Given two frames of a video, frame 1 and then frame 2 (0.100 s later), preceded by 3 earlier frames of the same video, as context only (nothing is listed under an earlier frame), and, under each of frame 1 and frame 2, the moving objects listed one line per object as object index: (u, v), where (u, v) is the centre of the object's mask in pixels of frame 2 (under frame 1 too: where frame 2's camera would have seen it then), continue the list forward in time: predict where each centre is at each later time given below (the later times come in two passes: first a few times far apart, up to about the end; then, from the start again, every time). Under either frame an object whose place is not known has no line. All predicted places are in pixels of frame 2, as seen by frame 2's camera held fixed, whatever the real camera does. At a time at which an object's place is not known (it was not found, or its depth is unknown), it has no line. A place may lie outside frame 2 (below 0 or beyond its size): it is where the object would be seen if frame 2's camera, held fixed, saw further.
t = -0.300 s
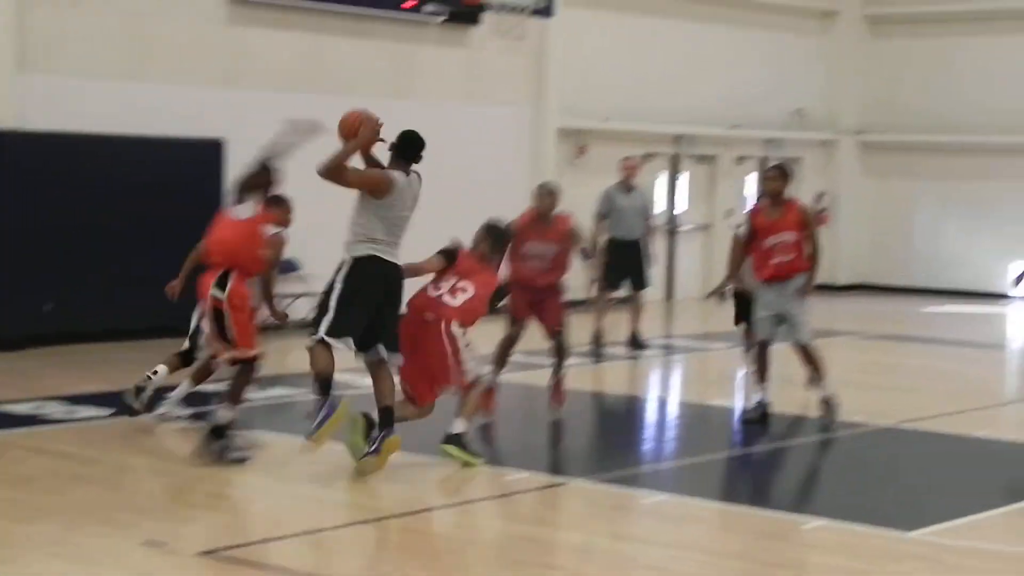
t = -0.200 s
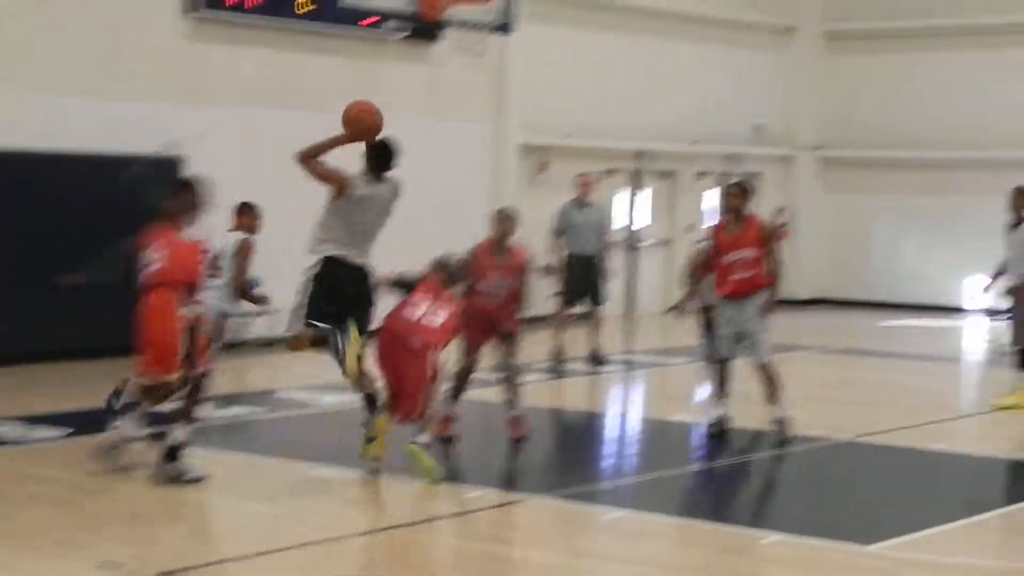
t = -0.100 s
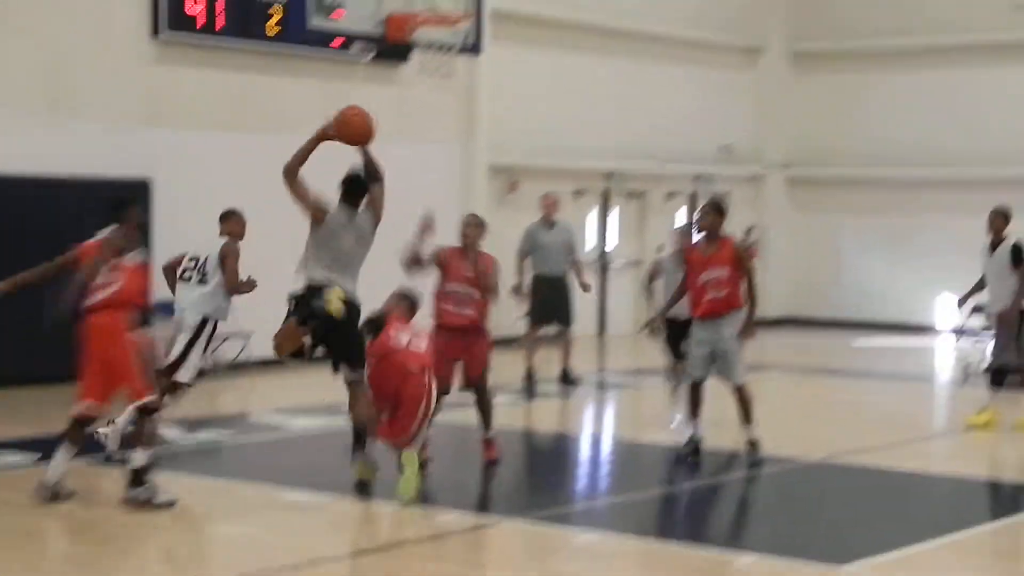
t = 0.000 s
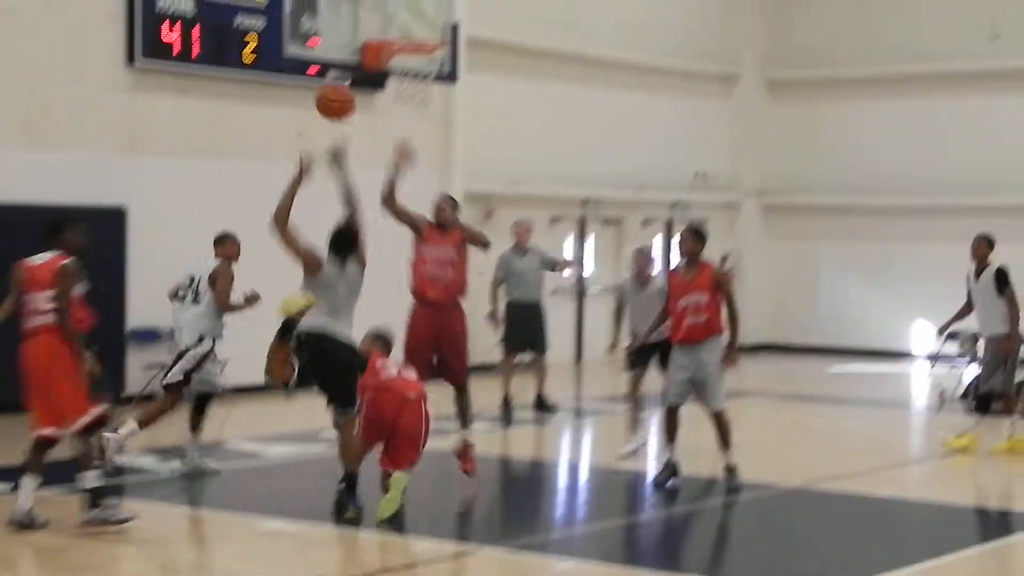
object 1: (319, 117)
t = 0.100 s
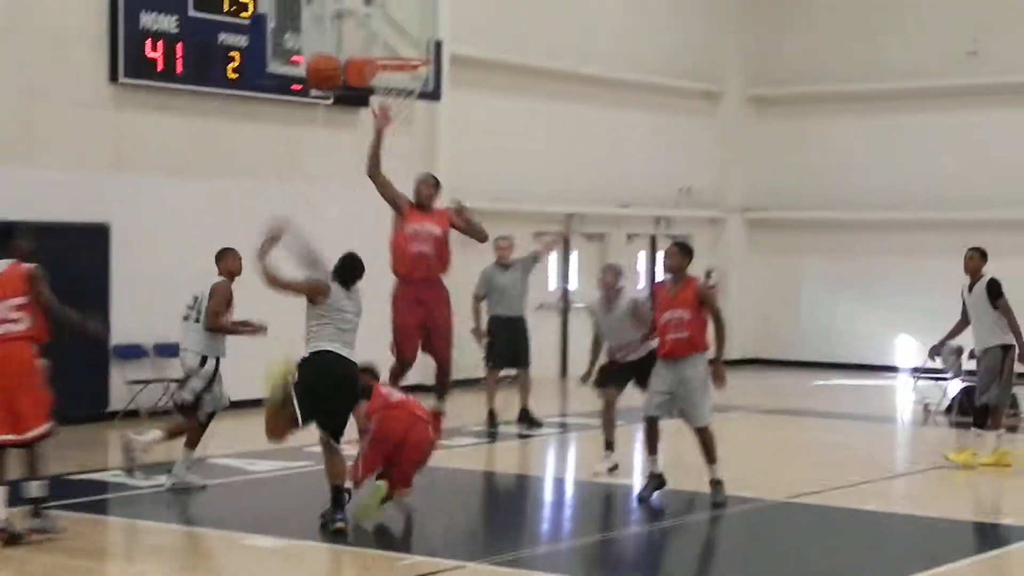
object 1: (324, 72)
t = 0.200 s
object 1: (328, 41)
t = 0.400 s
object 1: (338, 29)
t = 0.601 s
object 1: (405, 66)
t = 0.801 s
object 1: (412, 105)
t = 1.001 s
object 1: (390, 160)
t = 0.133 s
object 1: (326, 59)
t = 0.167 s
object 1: (326, 50)
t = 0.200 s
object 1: (328, 41)
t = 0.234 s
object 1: (329, 35)
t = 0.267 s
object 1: (331, 31)
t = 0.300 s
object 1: (333, 28)
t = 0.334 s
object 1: (335, 27)
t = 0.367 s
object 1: (337, 28)
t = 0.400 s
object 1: (338, 29)
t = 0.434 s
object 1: (349, 35)
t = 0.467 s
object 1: (362, 41)
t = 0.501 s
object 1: (374, 45)
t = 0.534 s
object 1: (383, 48)
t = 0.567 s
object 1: (394, 57)
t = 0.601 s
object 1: (405, 66)
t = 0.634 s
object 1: (415, 76)
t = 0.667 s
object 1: (416, 84)
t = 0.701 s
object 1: (416, 89)
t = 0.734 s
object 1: (416, 94)
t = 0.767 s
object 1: (415, 99)
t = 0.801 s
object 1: (412, 105)
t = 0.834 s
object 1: (408, 119)
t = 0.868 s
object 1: (404, 117)
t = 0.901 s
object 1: (400, 126)
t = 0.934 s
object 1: (397, 136)
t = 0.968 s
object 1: (394, 146)
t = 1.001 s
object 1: (390, 160)
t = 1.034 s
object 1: (386, 175)
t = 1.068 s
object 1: (383, 191)
